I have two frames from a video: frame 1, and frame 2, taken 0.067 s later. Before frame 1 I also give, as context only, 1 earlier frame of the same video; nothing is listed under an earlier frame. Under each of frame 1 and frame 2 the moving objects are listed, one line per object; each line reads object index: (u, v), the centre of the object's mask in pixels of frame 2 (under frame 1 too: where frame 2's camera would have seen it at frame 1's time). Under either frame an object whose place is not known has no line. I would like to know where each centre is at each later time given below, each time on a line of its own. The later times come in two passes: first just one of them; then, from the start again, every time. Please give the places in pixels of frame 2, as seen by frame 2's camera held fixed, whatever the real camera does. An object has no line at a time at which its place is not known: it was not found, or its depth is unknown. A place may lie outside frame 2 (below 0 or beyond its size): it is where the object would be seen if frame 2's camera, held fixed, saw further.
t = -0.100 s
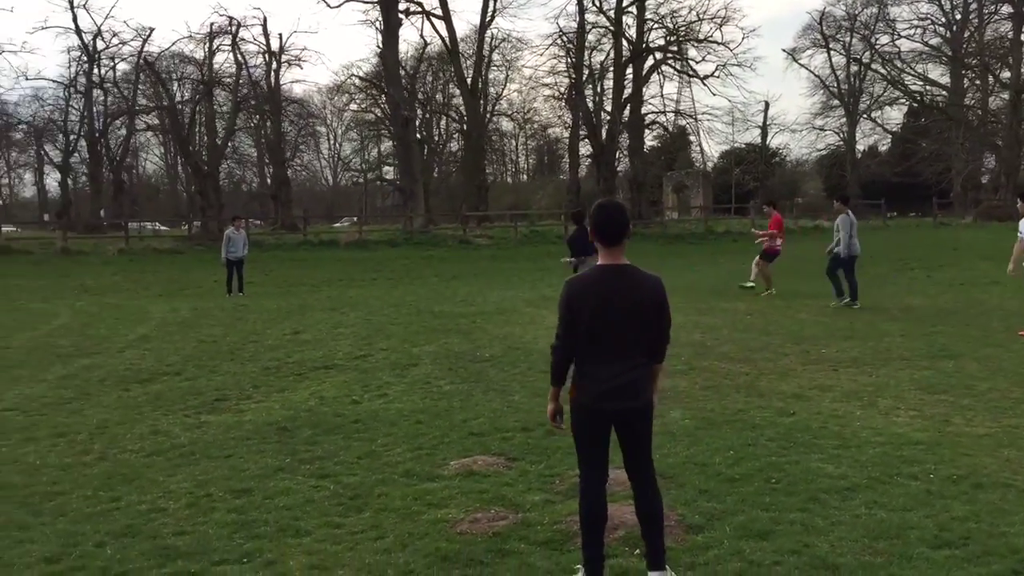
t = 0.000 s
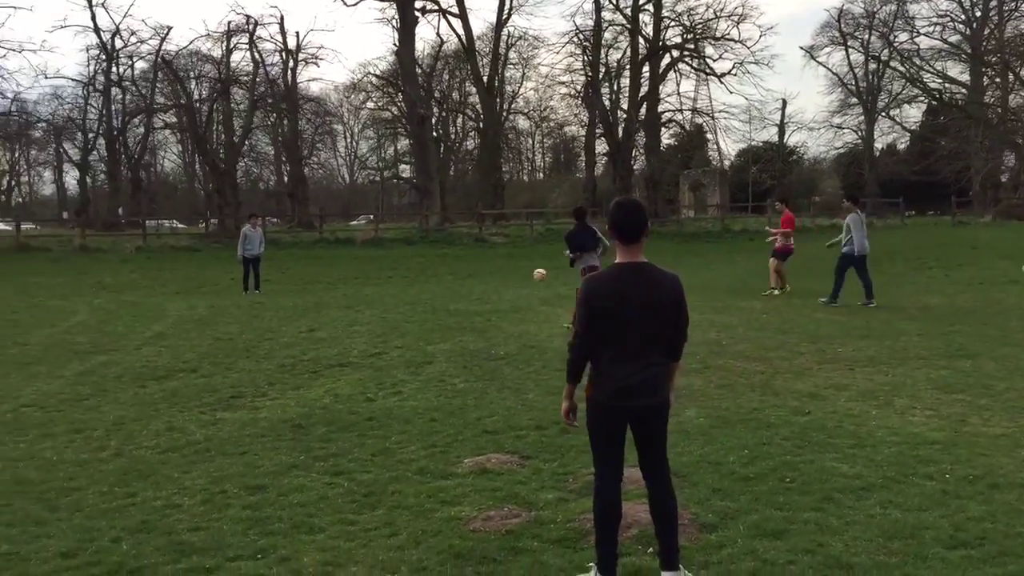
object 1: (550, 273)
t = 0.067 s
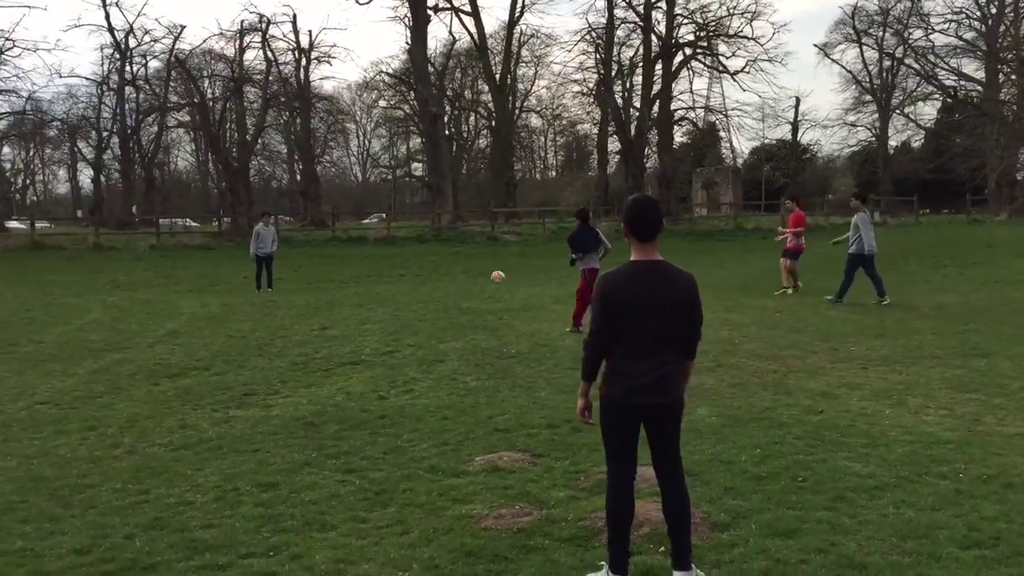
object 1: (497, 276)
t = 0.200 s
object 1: (390, 292)
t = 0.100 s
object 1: (471, 279)
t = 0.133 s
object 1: (443, 282)
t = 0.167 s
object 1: (418, 287)
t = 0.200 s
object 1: (390, 292)
